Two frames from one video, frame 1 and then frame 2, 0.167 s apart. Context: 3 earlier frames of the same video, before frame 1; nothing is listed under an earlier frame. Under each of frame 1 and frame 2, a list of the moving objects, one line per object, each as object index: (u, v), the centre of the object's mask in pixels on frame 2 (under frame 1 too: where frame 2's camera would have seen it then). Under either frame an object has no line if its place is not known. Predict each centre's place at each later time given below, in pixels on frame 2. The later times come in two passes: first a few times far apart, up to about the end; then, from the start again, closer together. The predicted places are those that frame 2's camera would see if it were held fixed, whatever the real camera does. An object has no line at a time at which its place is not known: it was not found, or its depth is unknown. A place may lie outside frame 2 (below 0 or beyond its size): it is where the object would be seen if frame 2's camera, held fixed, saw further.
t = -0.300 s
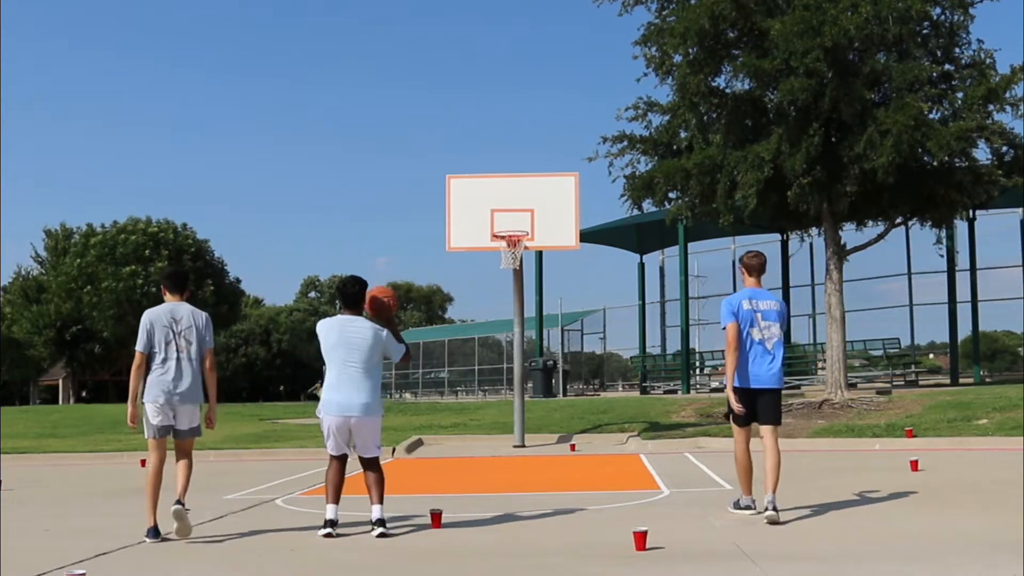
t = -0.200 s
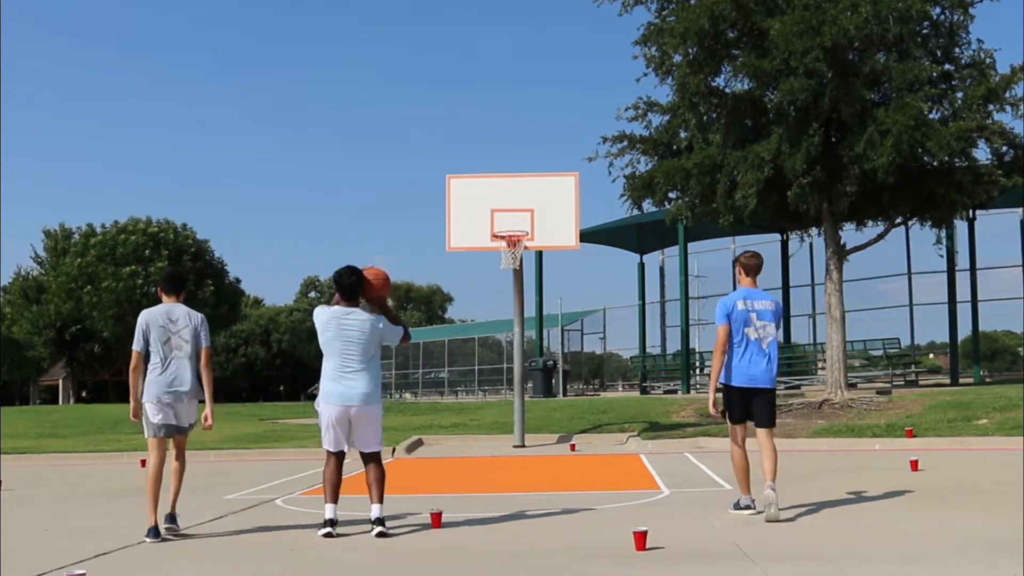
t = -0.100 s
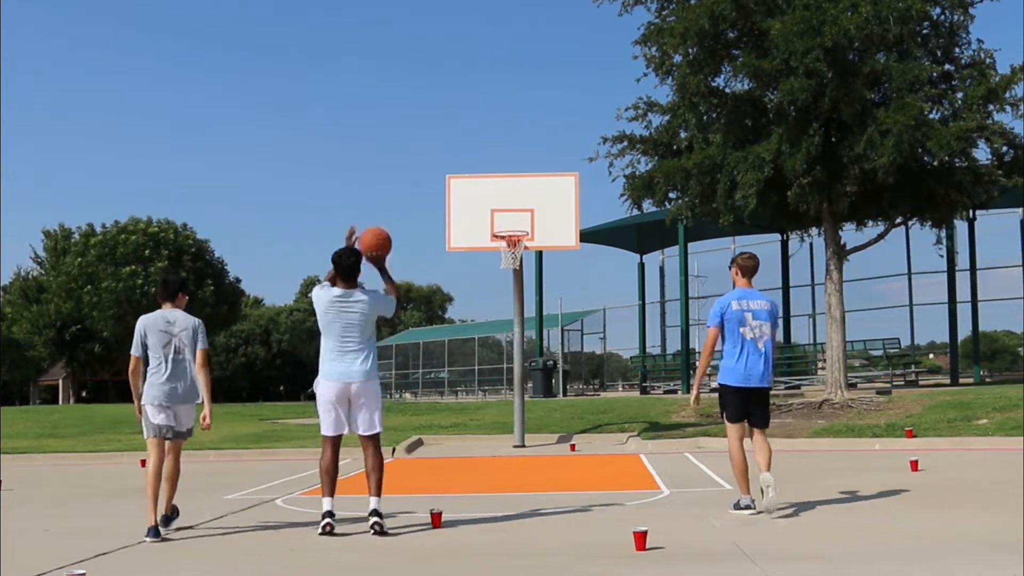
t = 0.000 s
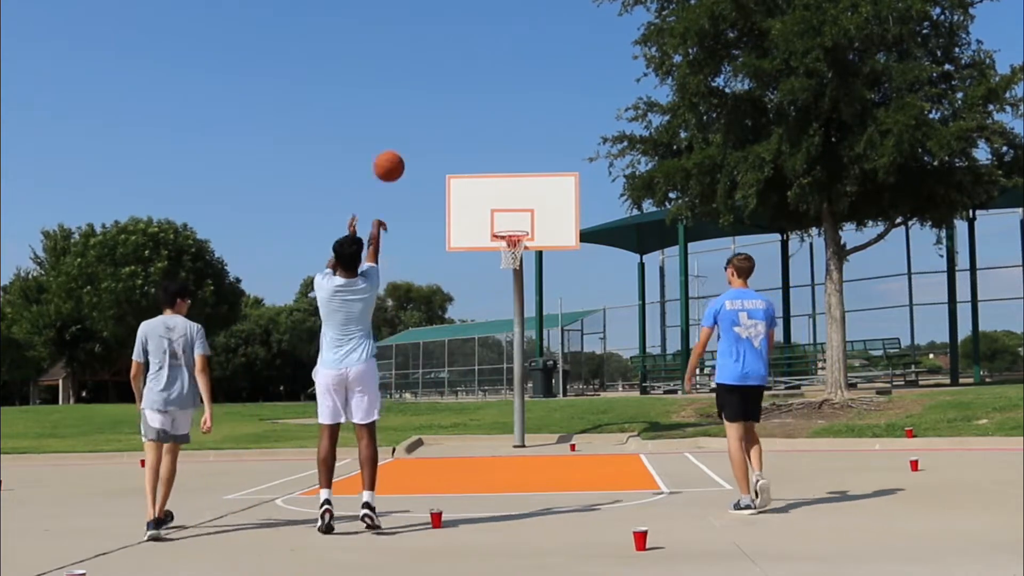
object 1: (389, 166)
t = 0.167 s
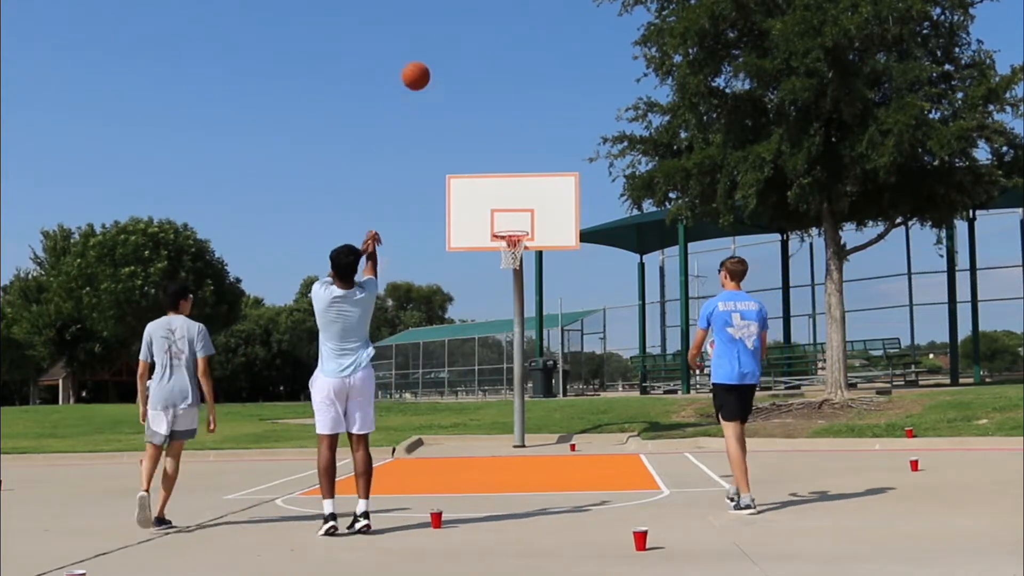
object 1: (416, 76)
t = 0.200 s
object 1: (421, 64)
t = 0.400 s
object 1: (447, 22)
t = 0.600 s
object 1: (468, 24)
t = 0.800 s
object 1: (486, 58)
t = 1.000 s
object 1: (502, 117)
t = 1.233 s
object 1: (518, 213)
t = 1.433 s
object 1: (510, 235)
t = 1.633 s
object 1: (508, 242)
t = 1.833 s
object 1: (499, 254)
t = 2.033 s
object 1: (509, 278)
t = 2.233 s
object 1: (520, 331)
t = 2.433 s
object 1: (530, 415)
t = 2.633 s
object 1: (541, 418)
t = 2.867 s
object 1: (552, 364)
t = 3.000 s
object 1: (560, 351)
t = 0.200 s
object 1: (421, 64)
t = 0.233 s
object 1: (425, 53)
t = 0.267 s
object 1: (430, 44)
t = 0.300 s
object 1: (434, 37)
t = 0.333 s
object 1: (439, 31)
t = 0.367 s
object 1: (443, 26)
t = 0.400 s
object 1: (447, 22)
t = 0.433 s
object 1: (450, 20)
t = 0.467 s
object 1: (454, 18)
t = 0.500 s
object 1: (458, 18)
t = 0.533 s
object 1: (461, 19)
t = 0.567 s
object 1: (464, 21)
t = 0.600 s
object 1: (468, 24)
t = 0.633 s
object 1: (471, 27)
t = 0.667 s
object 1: (474, 32)
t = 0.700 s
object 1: (477, 37)
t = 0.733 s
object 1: (480, 43)
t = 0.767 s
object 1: (483, 50)
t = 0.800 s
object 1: (486, 58)
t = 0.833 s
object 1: (489, 66)
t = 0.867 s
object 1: (491, 75)
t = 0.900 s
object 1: (494, 85)
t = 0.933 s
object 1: (497, 95)
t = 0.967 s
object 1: (499, 106)
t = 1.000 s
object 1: (502, 117)
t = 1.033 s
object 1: (504, 129)
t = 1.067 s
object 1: (506, 142)
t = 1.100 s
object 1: (509, 155)
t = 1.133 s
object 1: (511, 169)
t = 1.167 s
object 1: (514, 183)
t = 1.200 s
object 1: (516, 198)
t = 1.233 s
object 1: (518, 213)
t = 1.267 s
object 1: (520, 228)
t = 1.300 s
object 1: (515, 236)
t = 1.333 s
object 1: (511, 237)
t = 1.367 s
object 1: (503, 236)
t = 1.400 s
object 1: (503, 234)
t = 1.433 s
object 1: (510, 235)
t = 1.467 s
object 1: (515, 236)
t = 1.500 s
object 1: (517, 237)
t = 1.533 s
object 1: (515, 239)
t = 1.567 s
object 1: (512, 241)
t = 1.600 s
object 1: (511, 241)
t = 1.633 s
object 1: (508, 242)
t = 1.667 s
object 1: (502, 248)
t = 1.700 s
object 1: (498, 251)
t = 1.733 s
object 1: (496, 252)
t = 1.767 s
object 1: (496, 252)
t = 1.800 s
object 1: (498, 253)
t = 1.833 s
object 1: (499, 254)
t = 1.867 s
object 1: (501, 257)
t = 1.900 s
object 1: (502, 260)
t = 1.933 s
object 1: (504, 263)
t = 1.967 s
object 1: (505, 267)
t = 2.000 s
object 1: (507, 272)
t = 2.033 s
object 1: (509, 278)
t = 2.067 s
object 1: (510, 284)
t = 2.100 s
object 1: (512, 292)
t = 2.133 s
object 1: (513, 300)
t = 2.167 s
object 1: (515, 310)
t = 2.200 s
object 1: (518, 320)
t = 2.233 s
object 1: (520, 331)
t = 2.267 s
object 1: (521, 343)
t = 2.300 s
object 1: (523, 355)
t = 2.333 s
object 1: (525, 368)
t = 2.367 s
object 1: (527, 383)
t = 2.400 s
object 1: (529, 398)
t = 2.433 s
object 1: (530, 415)
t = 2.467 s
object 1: (533, 431)
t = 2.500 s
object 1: (534, 449)
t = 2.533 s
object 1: (536, 454)
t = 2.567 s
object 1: (538, 441)
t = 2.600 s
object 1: (539, 429)
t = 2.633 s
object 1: (541, 418)
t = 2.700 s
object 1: (544, 398)
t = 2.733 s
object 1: (545, 390)
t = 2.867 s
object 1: (552, 364)
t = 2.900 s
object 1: (554, 360)
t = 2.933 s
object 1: (555, 356)
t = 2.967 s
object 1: (557, 353)
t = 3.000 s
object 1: (560, 351)
